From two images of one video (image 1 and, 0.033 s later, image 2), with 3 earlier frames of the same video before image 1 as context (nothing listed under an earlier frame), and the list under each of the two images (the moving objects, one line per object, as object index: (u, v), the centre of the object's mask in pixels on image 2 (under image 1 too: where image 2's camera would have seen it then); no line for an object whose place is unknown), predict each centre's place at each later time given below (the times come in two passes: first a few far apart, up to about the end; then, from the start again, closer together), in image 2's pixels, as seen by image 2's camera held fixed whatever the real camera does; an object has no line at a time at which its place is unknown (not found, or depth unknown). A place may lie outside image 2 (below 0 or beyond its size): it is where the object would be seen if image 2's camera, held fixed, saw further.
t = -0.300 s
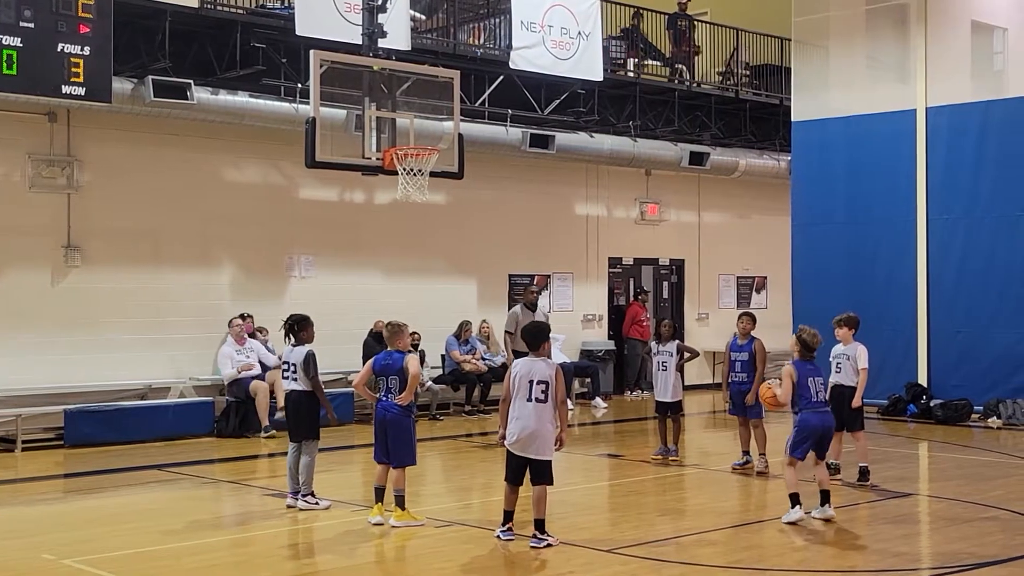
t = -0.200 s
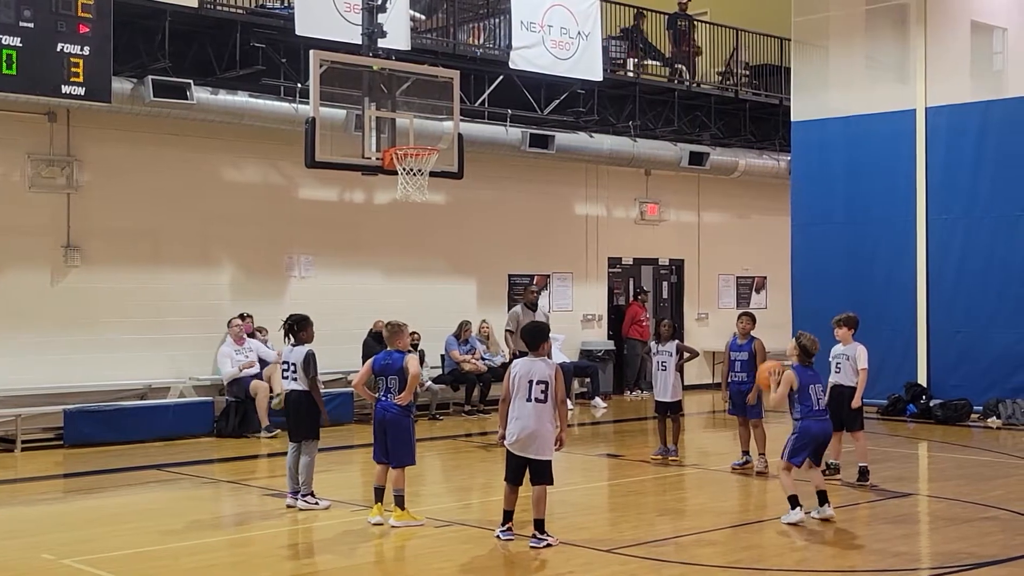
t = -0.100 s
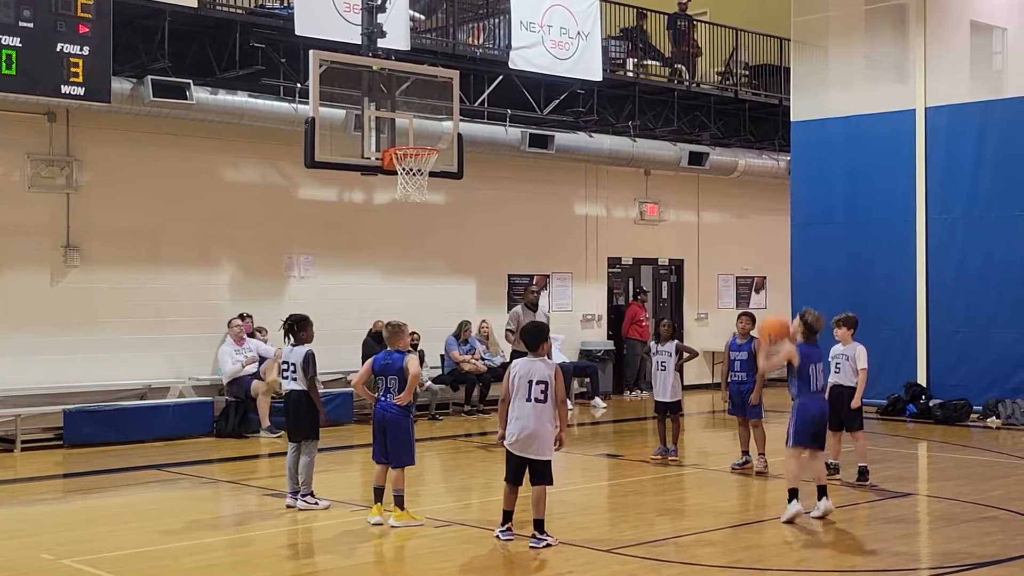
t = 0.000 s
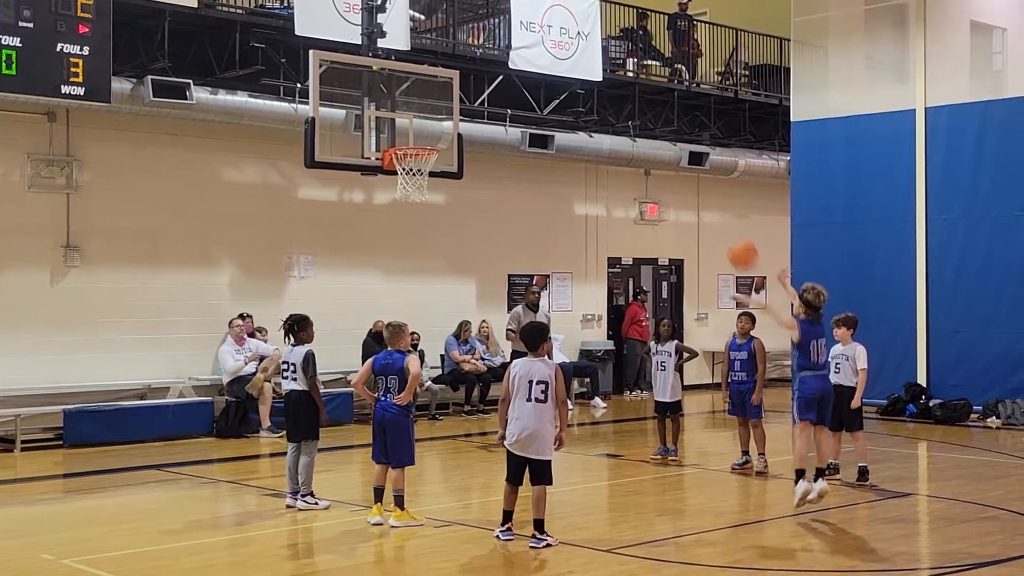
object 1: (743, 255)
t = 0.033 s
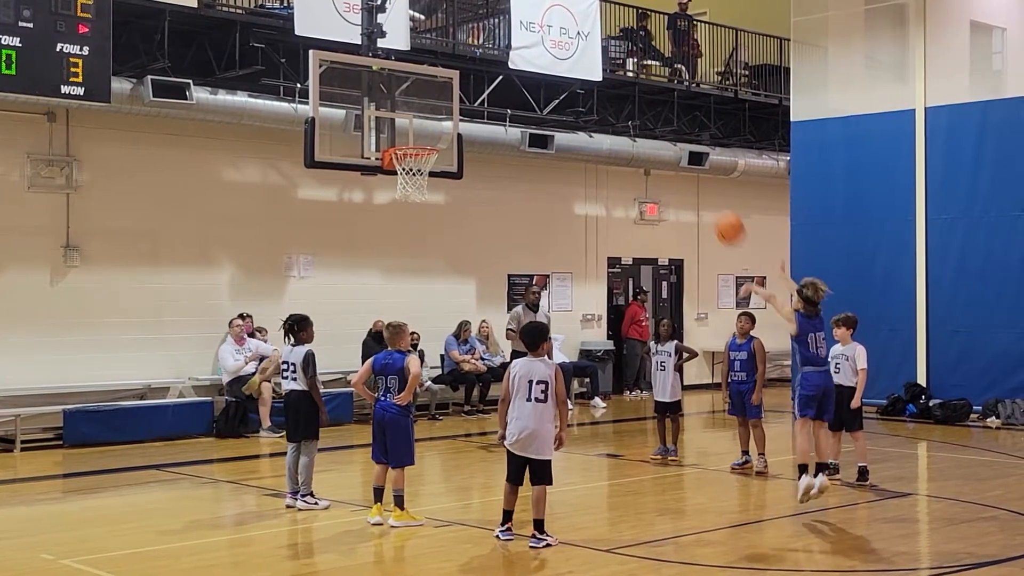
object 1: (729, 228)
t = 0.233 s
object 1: (658, 115)
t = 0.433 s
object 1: (595, 57)
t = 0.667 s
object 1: (527, 50)
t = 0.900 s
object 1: (468, 100)
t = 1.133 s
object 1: (415, 198)
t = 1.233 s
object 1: (394, 250)
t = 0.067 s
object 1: (716, 204)
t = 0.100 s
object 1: (704, 183)
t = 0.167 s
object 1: (681, 145)
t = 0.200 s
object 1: (669, 129)
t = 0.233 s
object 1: (658, 115)
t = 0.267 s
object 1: (647, 102)
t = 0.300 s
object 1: (637, 90)
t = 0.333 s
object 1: (625, 80)
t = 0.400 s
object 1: (606, 63)
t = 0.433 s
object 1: (595, 57)
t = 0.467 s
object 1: (584, 52)
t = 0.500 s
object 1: (574, 48)
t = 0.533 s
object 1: (565, 47)
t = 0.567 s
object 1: (555, 45)
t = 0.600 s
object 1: (546, 46)
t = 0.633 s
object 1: (536, 47)
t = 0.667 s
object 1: (527, 50)
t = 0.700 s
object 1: (517, 54)
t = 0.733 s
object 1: (509, 59)
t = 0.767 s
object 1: (501, 65)
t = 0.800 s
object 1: (493, 72)
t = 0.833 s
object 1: (484, 80)
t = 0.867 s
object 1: (476, 90)
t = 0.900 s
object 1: (468, 100)
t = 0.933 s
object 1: (460, 111)
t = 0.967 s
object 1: (451, 124)
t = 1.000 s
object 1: (443, 139)
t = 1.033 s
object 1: (436, 151)
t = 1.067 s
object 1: (429, 166)
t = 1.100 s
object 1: (421, 182)
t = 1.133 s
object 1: (415, 198)
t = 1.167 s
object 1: (407, 214)
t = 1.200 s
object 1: (401, 232)
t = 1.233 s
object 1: (394, 250)
